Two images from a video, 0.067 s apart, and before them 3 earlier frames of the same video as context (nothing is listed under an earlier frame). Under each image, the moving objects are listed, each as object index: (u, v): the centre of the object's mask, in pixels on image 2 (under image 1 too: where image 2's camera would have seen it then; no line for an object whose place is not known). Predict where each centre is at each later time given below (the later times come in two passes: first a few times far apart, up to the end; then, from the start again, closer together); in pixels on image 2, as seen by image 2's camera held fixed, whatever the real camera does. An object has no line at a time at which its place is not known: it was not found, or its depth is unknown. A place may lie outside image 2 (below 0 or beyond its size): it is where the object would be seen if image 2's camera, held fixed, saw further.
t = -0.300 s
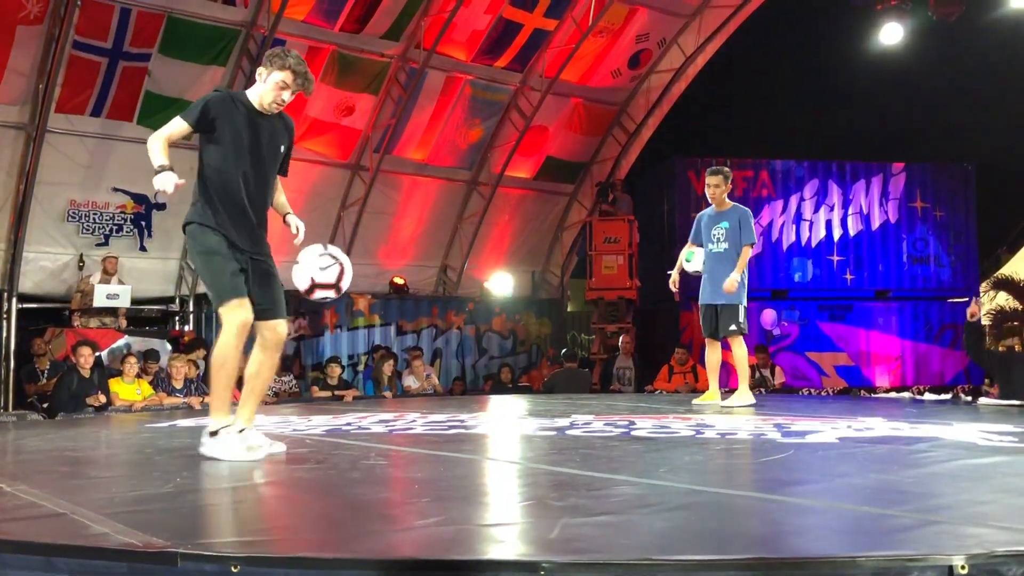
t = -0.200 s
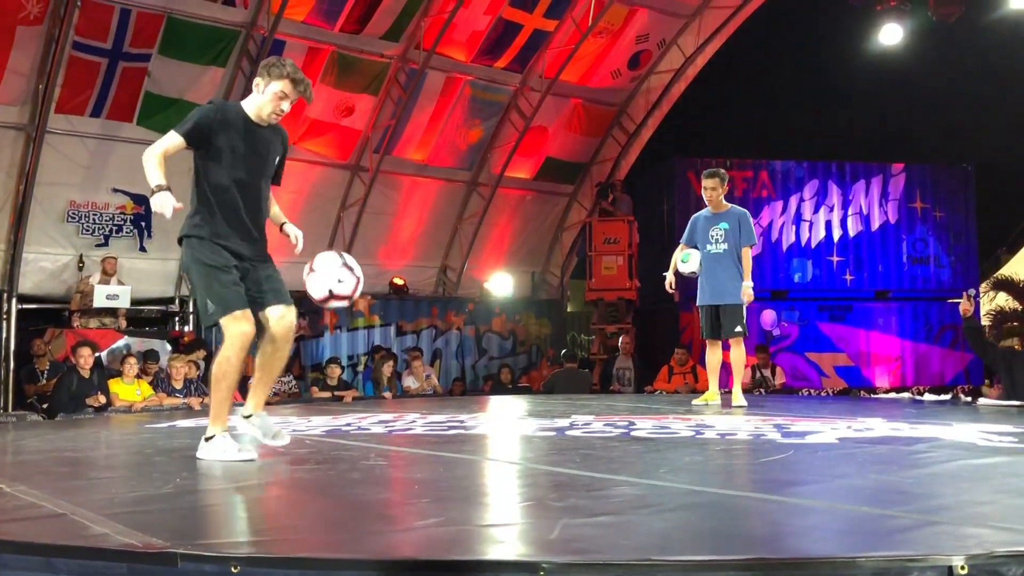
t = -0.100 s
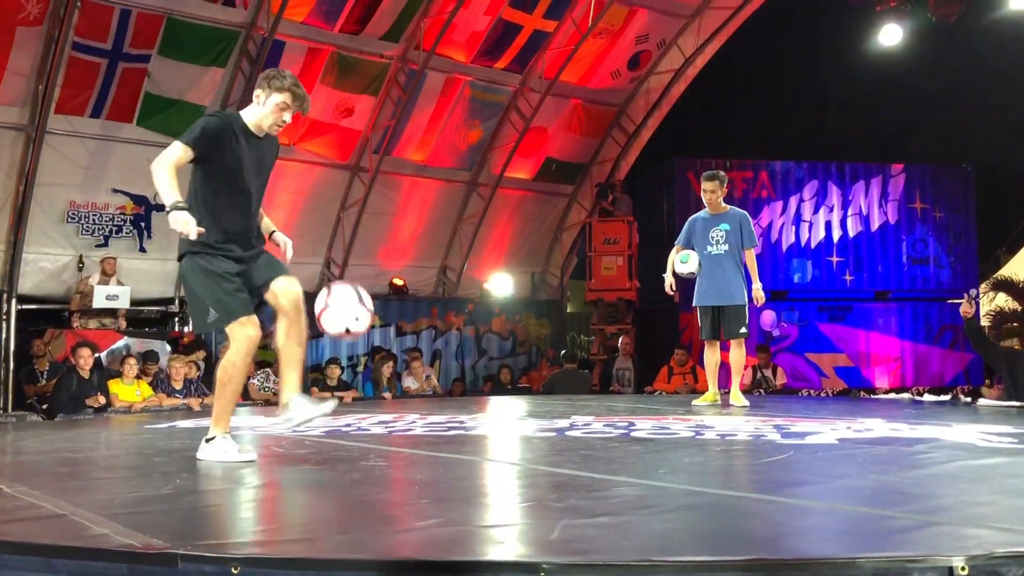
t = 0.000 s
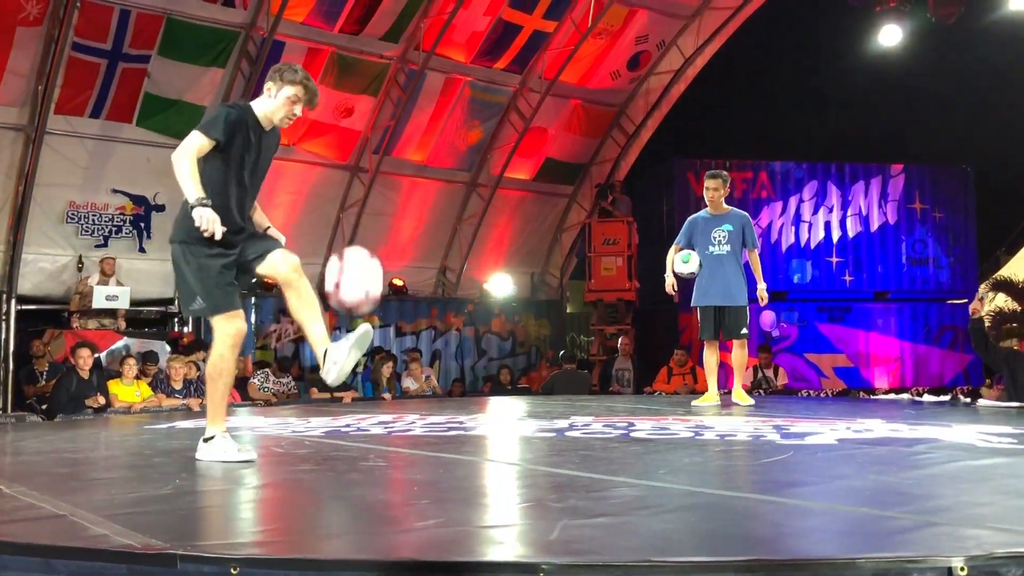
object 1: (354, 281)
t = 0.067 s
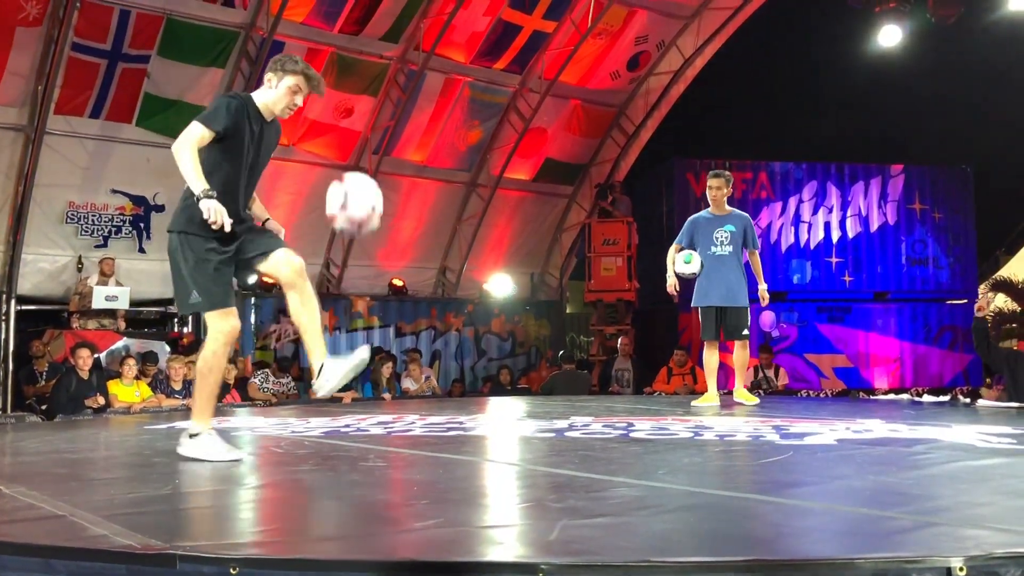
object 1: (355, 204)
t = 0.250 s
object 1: (355, 61)
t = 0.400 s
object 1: (356, 15)
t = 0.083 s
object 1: (355, 187)
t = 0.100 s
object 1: (354, 171)
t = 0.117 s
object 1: (355, 156)
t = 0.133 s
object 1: (355, 142)
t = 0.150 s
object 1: (355, 128)
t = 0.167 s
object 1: (355, 115)
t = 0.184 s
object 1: (355, 103)
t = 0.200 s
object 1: (355, 91)
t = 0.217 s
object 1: (355, 80)
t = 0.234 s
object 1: (355, 70)
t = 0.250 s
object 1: (355, 61)
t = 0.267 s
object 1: (355, 53)
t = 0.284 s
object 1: (355, 45)
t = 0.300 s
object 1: (355, 38)
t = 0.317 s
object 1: (355, 31)
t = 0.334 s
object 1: (356, 25)
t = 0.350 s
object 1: (356, 22)
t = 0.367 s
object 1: (356, 19)
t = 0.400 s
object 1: (356, 15)
